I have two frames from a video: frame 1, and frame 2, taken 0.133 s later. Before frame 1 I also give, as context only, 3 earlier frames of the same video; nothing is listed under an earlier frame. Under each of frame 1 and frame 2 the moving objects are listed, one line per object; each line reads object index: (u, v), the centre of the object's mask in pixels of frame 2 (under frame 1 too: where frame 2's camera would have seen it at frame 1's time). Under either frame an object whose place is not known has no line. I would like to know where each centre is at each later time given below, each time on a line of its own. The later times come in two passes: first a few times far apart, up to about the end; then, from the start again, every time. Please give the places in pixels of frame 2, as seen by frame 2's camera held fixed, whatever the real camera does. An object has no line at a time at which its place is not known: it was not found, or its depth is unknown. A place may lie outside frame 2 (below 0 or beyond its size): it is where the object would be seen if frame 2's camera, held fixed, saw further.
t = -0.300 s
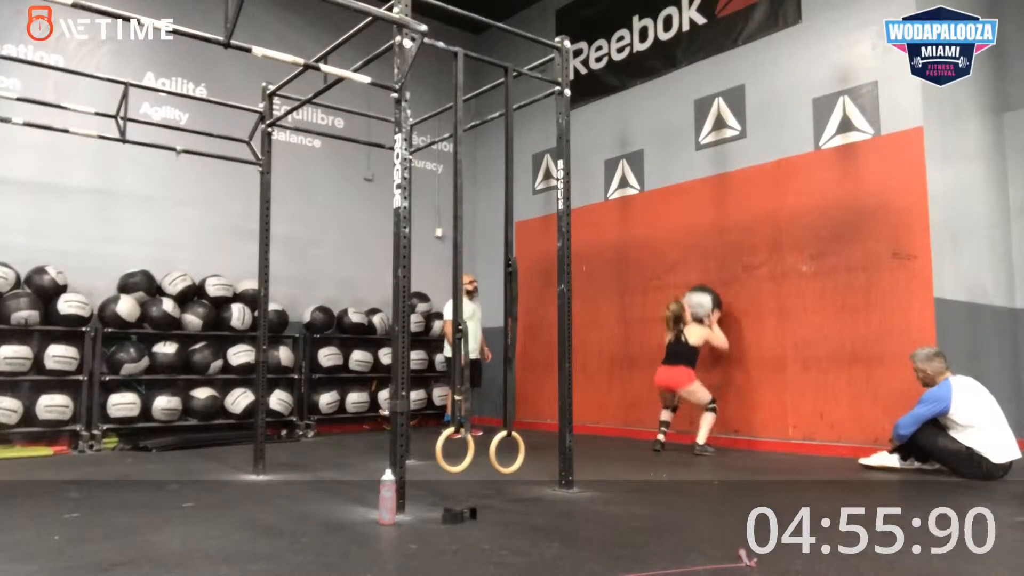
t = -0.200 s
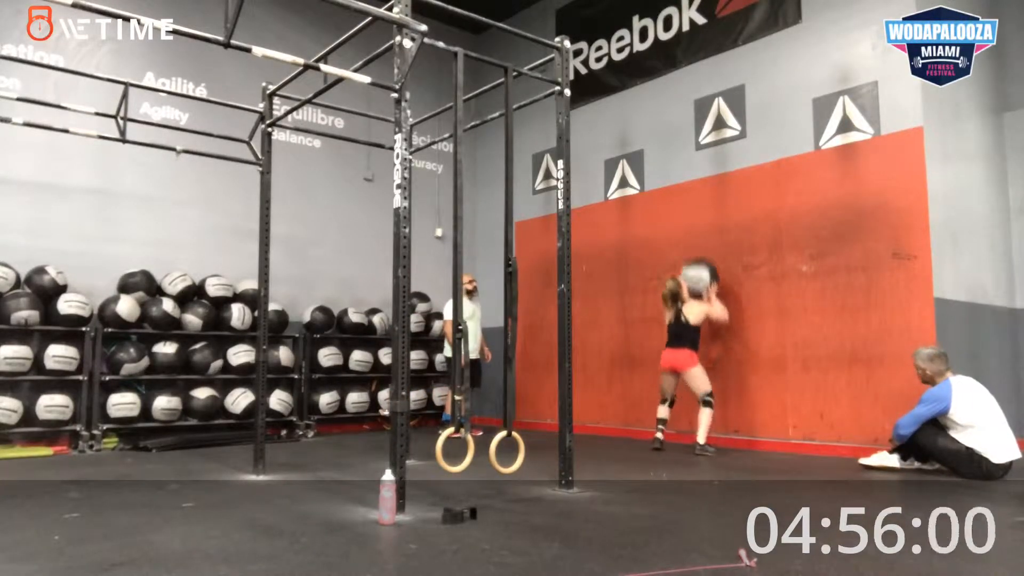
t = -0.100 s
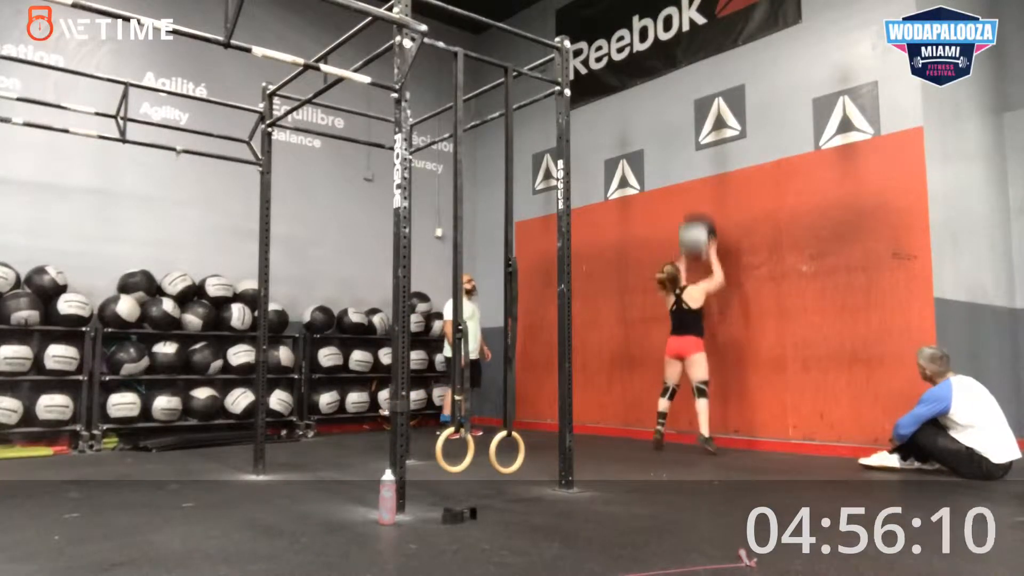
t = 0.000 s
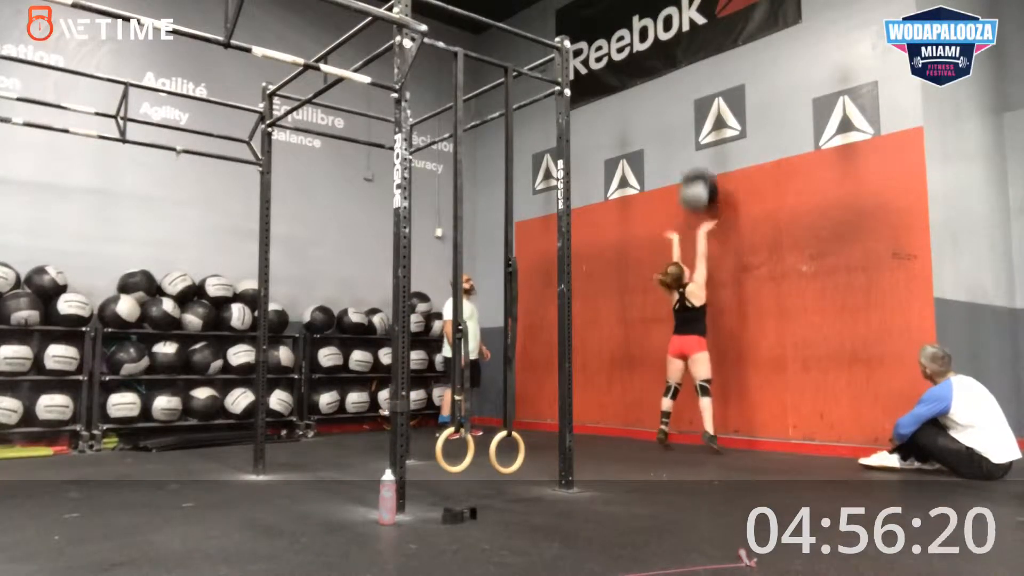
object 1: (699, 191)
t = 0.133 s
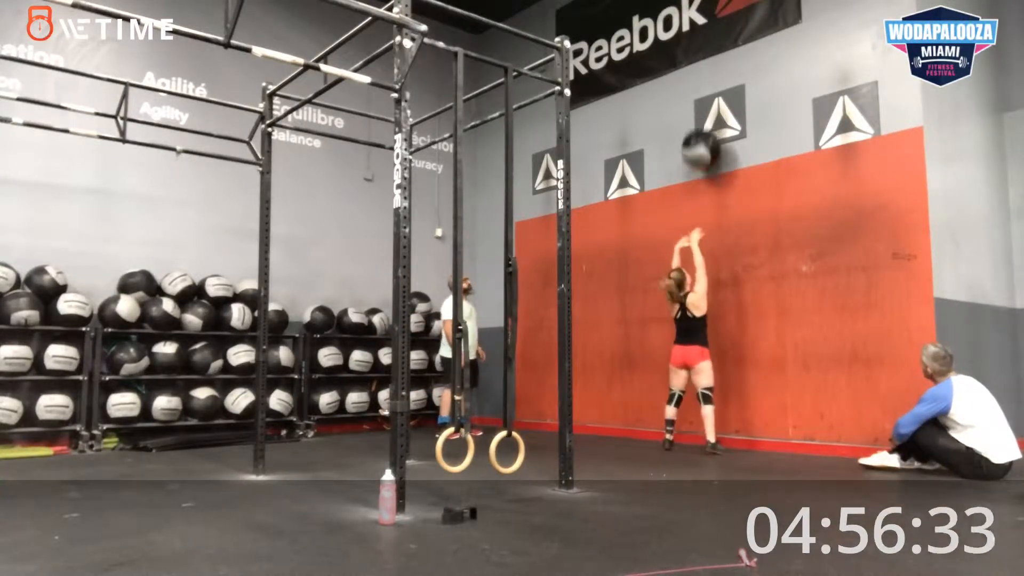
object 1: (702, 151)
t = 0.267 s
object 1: (705, 129)
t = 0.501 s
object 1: (704, 134)
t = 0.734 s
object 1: (698, 191)
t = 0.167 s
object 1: (703, 144)
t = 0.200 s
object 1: (704, 137)
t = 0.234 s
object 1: (705, 133)
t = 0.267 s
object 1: (705, 129)
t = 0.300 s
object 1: (706, 128)
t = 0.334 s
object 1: (706, 126)
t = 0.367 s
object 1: (706, 126)
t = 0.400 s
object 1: (705, 127)
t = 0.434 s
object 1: (705, 128)
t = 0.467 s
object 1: (704, 131)
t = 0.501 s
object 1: (704, 134)
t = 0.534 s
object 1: (703, 139)
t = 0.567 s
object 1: (702, 144)
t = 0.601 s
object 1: (701, 152)
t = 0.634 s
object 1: (701, 162)
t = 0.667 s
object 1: (700, 169)
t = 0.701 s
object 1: (699, 179)
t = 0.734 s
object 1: (698, 191)
